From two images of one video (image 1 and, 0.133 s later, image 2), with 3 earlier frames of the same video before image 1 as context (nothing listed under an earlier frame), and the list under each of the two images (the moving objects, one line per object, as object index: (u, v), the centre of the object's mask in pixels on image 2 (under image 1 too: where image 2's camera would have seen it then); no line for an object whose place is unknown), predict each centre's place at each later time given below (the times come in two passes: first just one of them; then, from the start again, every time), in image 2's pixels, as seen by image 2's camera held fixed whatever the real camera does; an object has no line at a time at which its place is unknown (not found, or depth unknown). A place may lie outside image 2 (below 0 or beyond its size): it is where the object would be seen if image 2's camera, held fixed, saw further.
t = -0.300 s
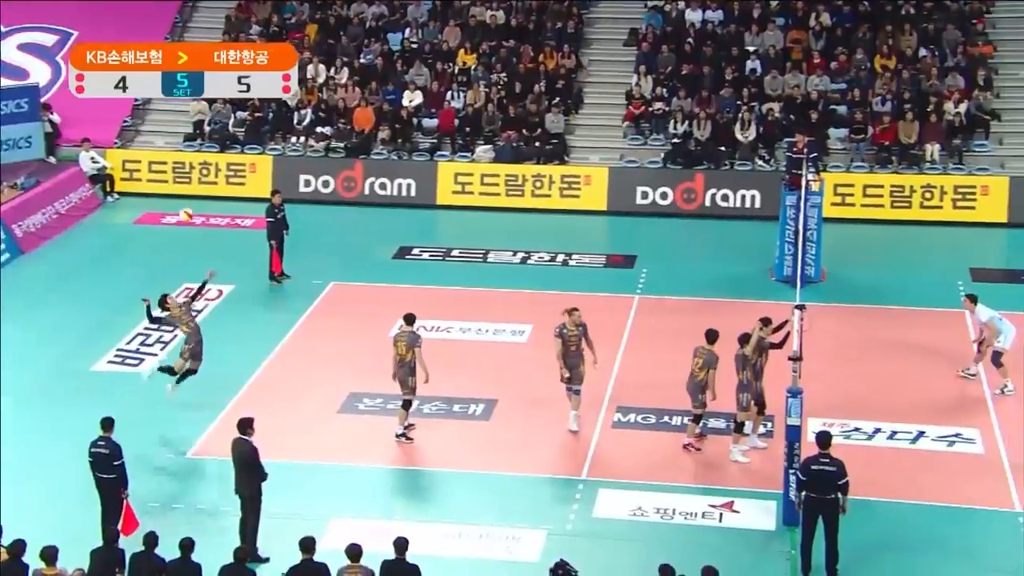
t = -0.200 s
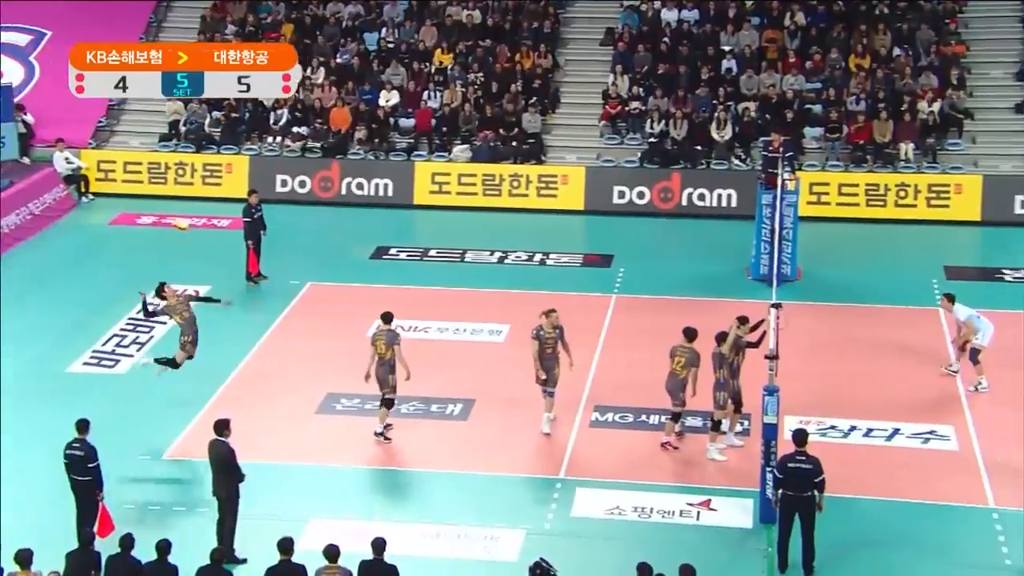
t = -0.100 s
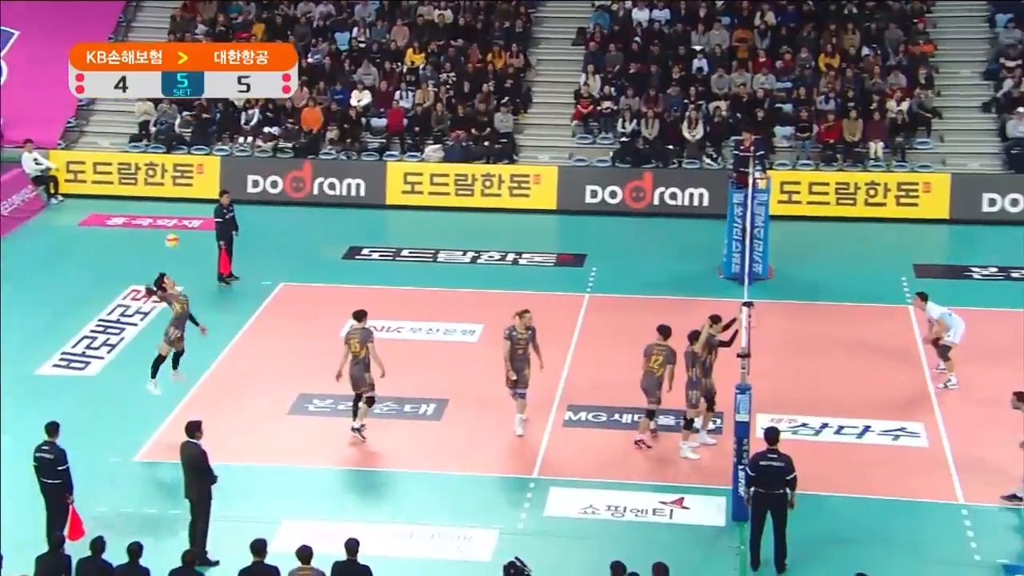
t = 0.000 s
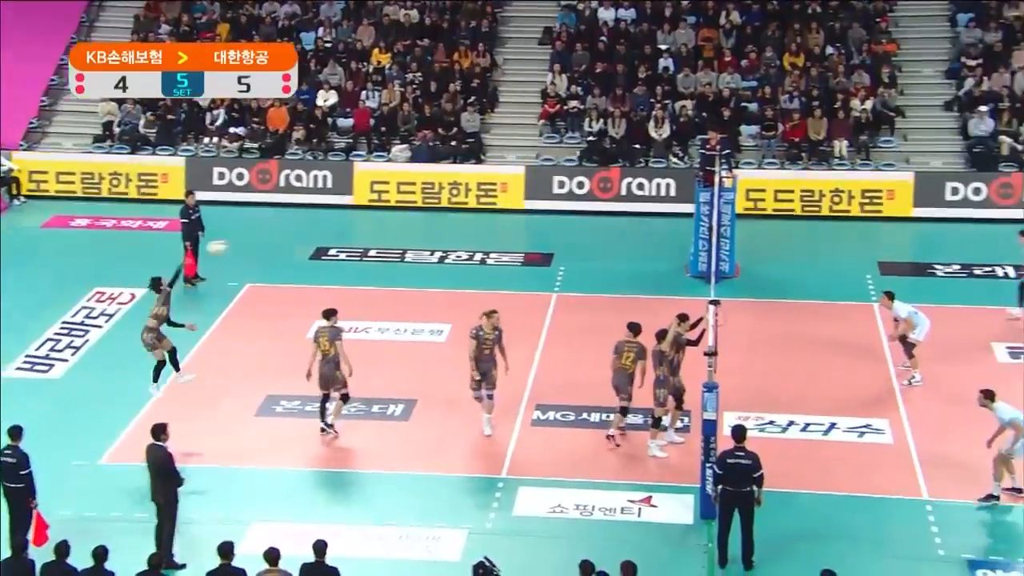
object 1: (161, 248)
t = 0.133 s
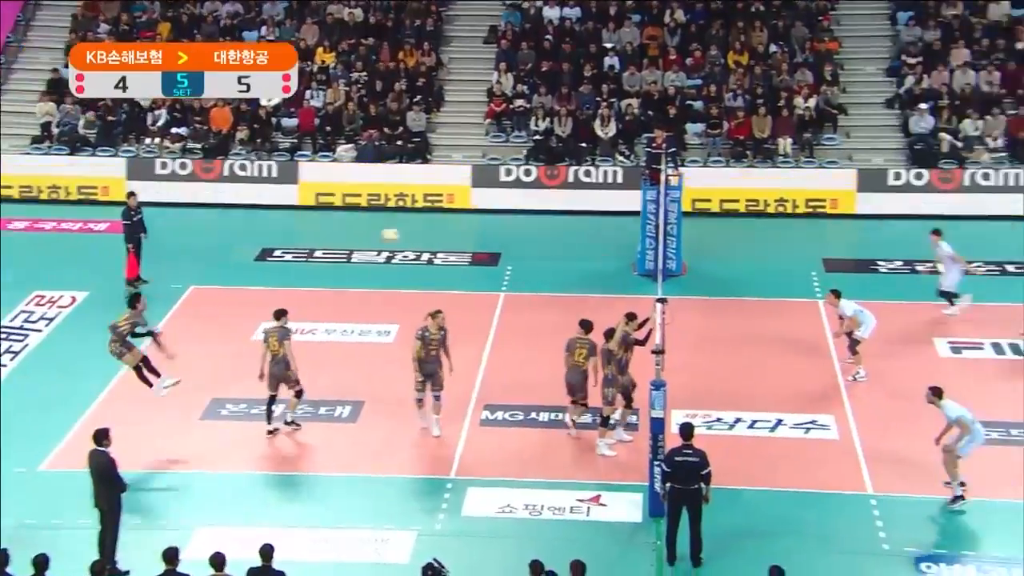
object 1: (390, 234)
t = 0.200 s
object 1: (495, 236)
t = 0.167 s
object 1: (443, 234)
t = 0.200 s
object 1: (495, 236)
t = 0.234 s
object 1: (547, 240)
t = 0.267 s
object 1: (596, 244)
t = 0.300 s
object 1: (645, 250)
